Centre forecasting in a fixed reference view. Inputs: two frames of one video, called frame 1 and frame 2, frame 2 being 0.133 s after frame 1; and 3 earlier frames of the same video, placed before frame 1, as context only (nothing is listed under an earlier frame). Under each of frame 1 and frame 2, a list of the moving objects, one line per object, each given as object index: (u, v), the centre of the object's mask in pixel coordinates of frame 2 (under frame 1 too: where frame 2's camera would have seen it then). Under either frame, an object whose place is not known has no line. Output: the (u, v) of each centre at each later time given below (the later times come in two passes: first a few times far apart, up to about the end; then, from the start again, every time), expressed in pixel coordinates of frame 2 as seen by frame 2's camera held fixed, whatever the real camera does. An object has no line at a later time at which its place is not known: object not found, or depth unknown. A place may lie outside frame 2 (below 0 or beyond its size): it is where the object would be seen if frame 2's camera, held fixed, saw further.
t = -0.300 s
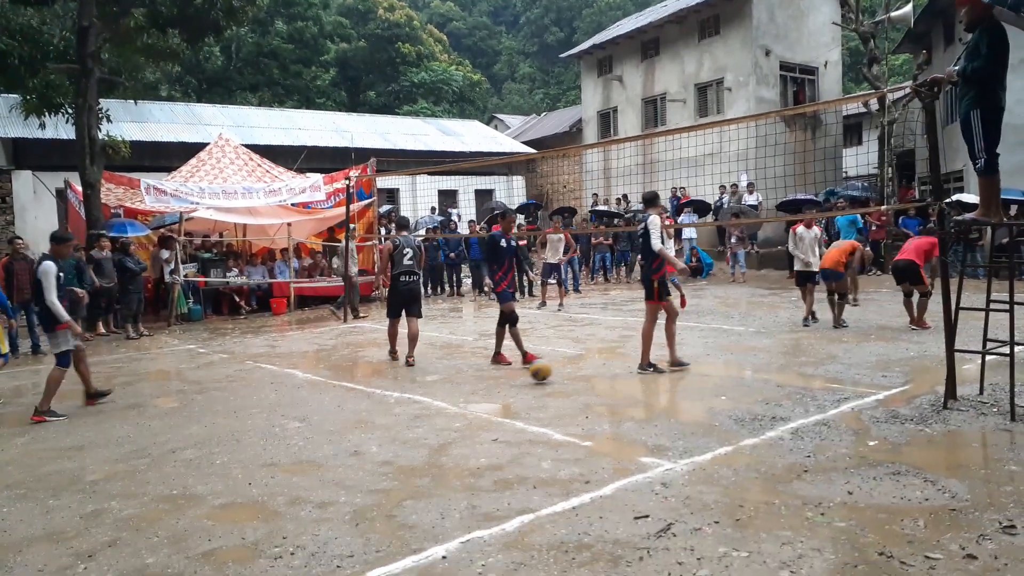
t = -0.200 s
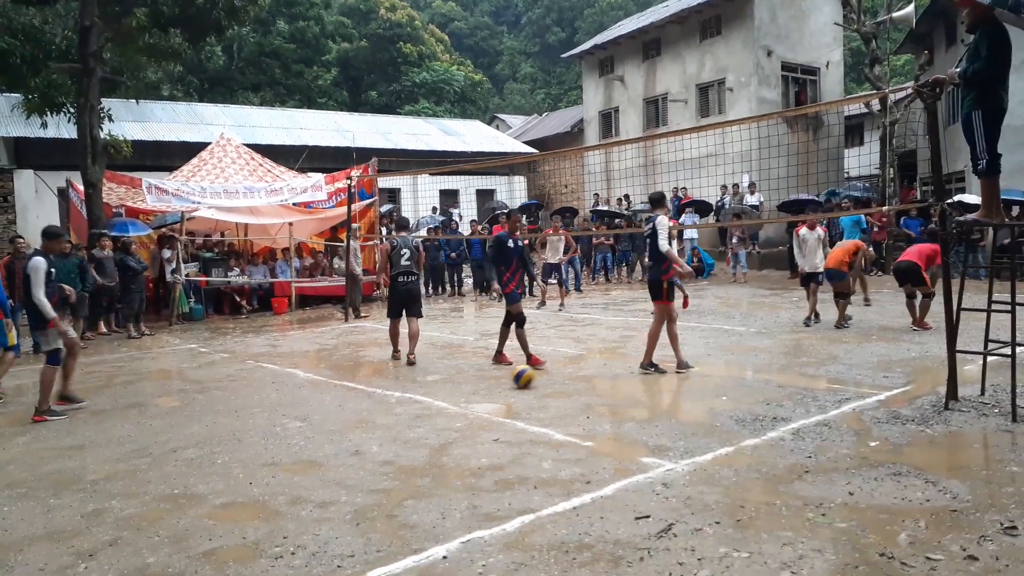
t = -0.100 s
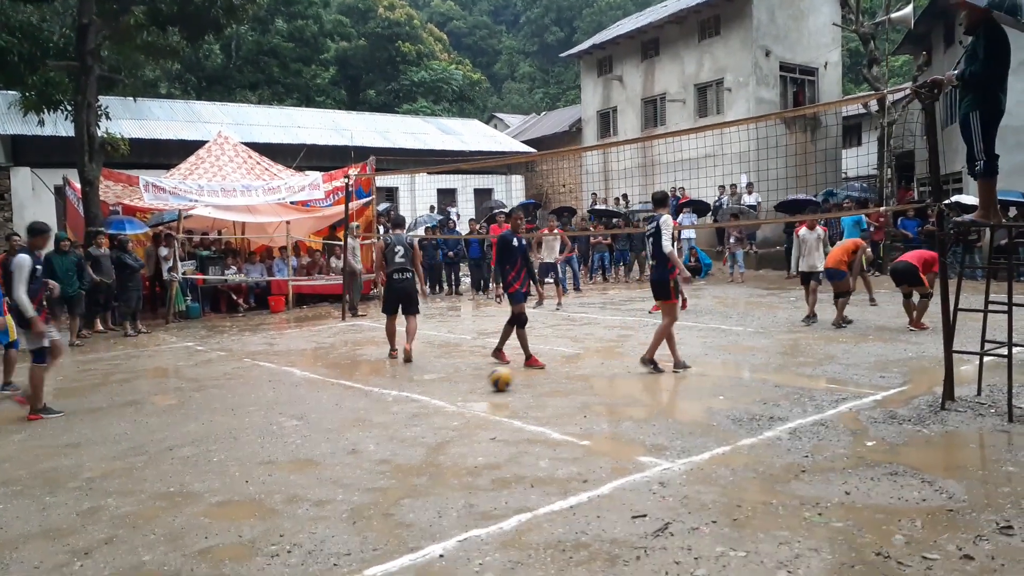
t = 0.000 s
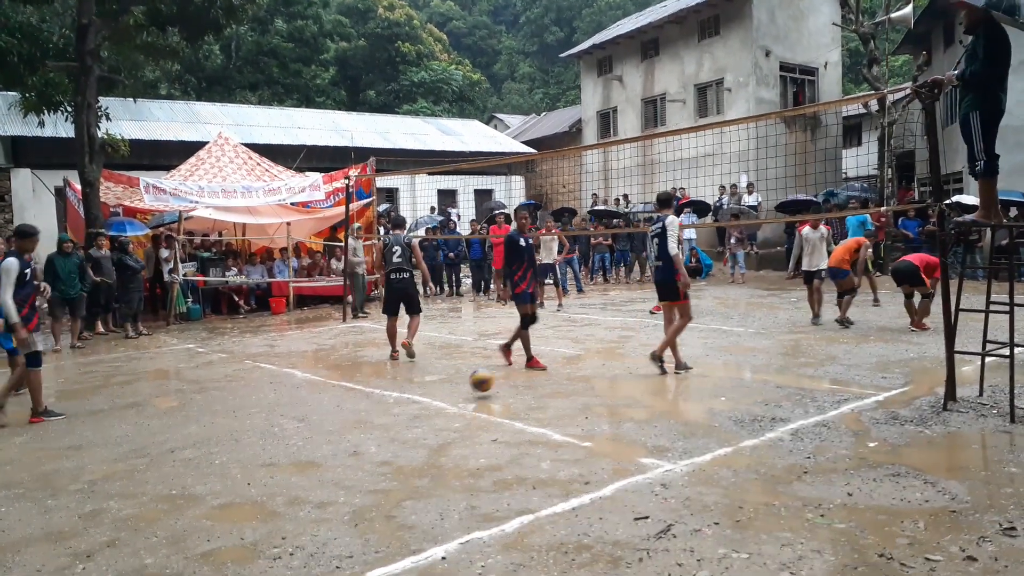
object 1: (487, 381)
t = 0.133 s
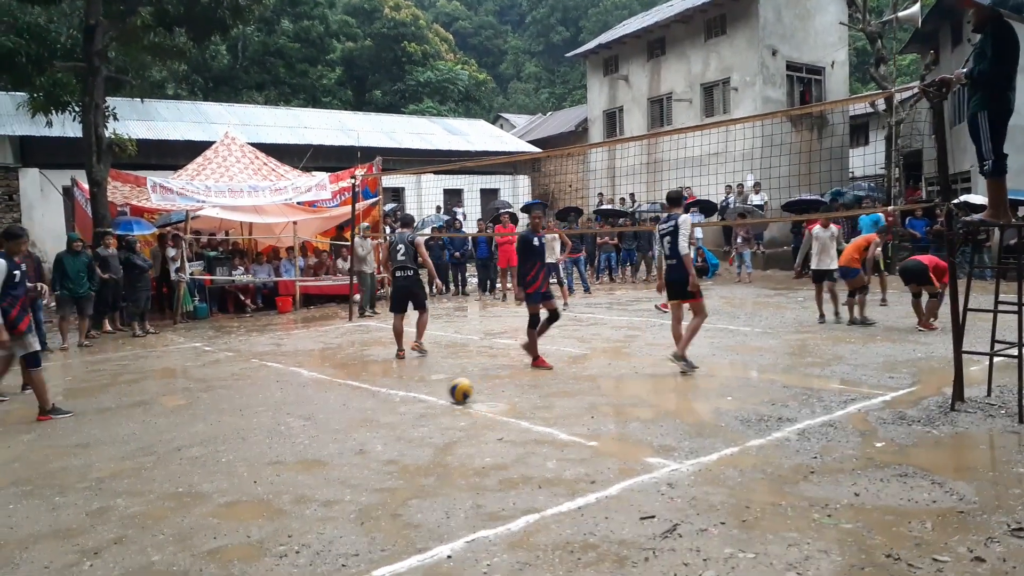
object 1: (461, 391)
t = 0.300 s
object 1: (425, 399)
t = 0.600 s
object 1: (356, 416)
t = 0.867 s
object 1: (287, 435)
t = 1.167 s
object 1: (196, 461)
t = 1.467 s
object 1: (89, 491)
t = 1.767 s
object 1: (-43, 527)
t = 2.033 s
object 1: (-184, 570)
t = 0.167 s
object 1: (453, 391)
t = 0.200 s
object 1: (446, 394)
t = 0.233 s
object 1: (439, 396)
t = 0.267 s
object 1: (431, 398)
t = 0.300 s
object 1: (425, 399)
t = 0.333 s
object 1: (418, 401)
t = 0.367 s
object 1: (410, 404)
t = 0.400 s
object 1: (403, 405)
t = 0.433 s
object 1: (395, 406)
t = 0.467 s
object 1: (387, 408)
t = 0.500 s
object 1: (380, 410)
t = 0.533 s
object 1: (371, 413)
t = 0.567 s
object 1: (364, 415)
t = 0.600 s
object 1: (356, 416)
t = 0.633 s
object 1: (348, 418)
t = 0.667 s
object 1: (340, 421)
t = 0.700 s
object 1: (331, 422)
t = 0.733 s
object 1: (322, 426)
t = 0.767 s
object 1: (314, 428)
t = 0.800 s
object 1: (305, 431)
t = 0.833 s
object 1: (296, 433)
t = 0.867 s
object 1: (287, 435)
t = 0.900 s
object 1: (277, 439)
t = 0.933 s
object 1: (268, 441)
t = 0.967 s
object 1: (259, 445)
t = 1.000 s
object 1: (249, 447)
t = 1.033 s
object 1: (239, 450)
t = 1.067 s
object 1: (227, 453)
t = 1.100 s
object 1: (217, 455)
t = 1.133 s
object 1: (207, 458)
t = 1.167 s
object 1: (196, 461)
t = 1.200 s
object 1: (185, 464)
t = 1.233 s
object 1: (174, 467)
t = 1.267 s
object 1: (163, 471)
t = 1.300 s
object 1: (151, 474)
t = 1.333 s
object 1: (139, 477)
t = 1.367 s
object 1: (126, 481)
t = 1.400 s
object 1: (113, 484)
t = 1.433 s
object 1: (102, 487)
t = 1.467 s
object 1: (89, 491)
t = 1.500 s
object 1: (76, 494)
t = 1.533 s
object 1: (63, 497)
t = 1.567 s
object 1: (49, 502)
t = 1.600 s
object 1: (34, 505)
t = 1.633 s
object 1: (20, 509)
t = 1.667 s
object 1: (5, 514)
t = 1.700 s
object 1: (-10, 519)
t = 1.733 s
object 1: (-26, 522)
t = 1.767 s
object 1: (-43, 527)
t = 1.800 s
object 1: (-58, 533)
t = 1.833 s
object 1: (-74, 535)
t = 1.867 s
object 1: (-91, 541)
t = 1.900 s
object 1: (-108, 546)
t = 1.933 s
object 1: (-127, 551)
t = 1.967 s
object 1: (-144, 557)
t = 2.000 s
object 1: (-164, 563)
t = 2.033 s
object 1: (-184, 570)
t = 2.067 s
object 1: (-203, 573)
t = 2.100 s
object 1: (-225, 579)
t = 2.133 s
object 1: (-245, 587)
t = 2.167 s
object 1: (-266, 590)
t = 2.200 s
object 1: (-287, 596)
